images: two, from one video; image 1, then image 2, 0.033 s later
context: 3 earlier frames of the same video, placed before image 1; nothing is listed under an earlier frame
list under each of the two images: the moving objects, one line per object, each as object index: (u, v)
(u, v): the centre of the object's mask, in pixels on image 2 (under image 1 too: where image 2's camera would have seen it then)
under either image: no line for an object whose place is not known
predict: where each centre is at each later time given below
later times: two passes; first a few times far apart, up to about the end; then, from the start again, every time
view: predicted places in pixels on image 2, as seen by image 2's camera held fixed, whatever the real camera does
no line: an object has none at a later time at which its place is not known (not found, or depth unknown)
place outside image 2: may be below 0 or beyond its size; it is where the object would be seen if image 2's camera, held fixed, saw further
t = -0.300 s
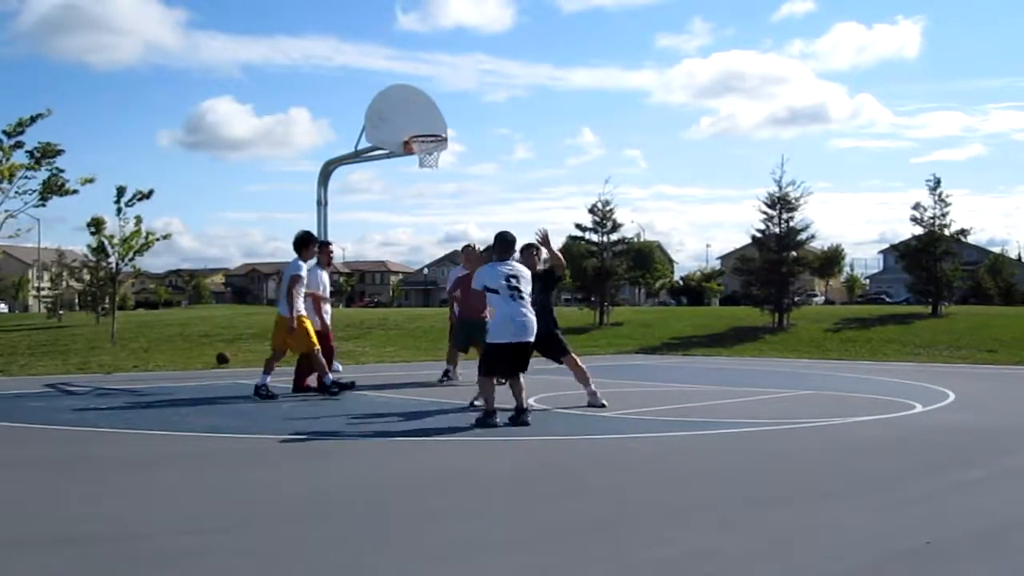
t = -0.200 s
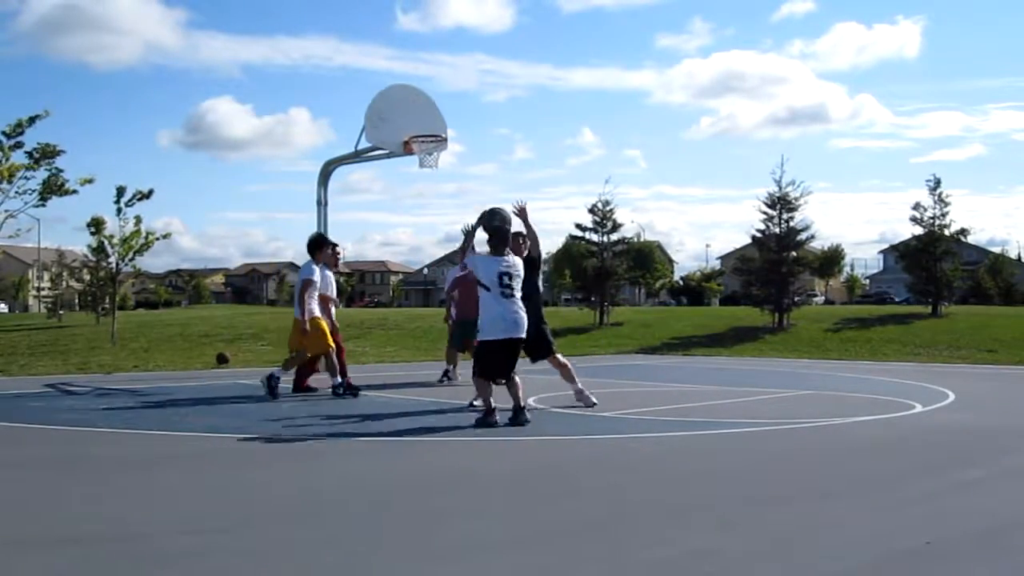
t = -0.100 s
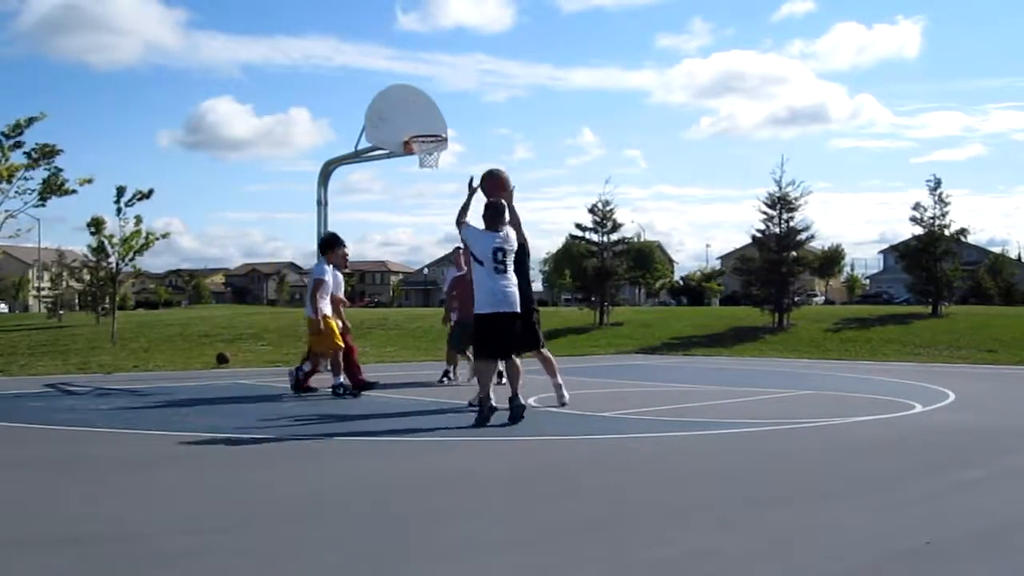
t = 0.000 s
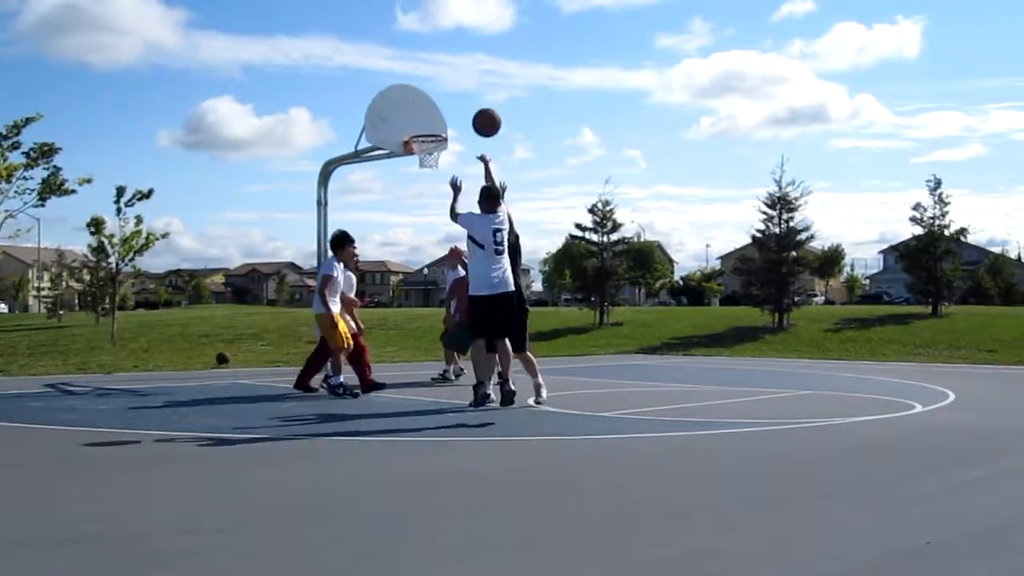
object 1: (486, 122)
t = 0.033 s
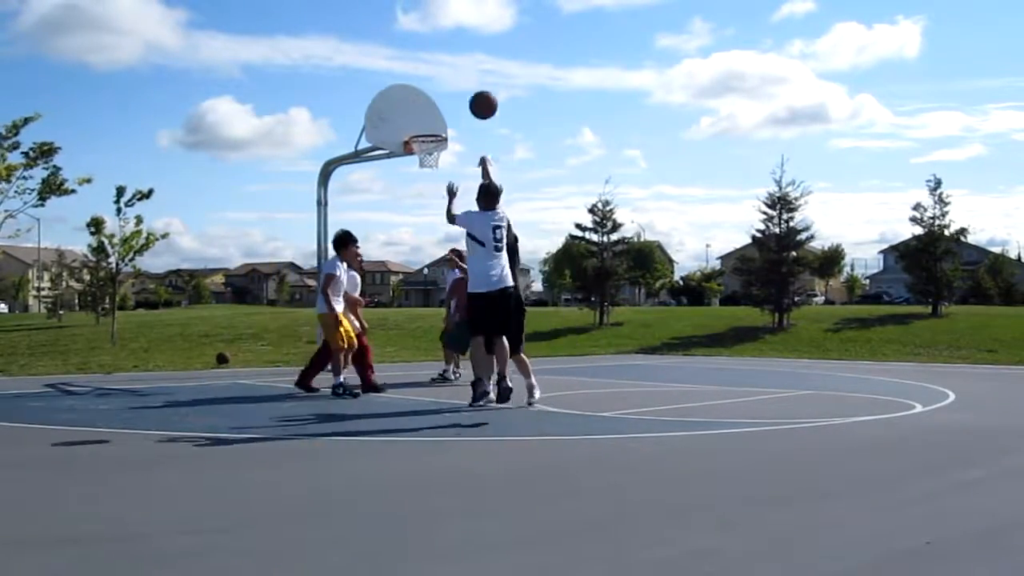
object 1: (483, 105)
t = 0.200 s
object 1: (467, 43)
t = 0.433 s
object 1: (450, 17)
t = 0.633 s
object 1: (438, 37)
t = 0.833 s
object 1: (428, 86)
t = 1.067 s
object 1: (422, 117)
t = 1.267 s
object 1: (436, 111)
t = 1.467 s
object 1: (464, 127)
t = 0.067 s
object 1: (480, 89)
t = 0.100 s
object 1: (477, 75)
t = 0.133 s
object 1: (473, 63)
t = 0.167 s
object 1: (470, 52)
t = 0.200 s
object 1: (467, 43)
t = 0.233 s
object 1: (465, 36)
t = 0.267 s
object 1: (462, 30)
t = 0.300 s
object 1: (460, 25)
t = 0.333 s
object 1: (457, 21)
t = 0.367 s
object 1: (455, 19)
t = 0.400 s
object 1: (453, 18)
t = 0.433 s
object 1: (450, 17)
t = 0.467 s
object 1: (448, 18)
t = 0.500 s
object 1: (446, 20)
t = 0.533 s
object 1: (444, 23)
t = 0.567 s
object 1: (442, 27)
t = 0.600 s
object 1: (440, 31)
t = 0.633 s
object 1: (438, 37)
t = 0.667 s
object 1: (436, 43)
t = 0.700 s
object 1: (434, 50)
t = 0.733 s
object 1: (432, 58)
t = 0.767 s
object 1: (431, 67)
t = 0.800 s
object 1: (429, 76)
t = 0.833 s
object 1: (428, 86)
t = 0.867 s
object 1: (426, 97)
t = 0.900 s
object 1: (425, 108)
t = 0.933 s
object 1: (423, 120)
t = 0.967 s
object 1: (422, 125)
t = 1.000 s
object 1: (422, 121)
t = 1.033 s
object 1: (422, 118)
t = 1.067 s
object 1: (422, 117)
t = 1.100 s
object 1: (422, 115)
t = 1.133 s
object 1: (422, 115)
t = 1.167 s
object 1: (423, 115)
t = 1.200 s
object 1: (427, 113)
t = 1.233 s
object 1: (432, 112)
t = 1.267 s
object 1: (436, 111)
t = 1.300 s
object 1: (441, 112)
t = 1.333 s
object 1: (446, 113)
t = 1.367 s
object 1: (450, 115)
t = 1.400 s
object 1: (455, 118)
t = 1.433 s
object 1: (459, 122)
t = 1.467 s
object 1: (464, 127)
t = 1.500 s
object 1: (468, 132)
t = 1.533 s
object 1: (473, 139)
